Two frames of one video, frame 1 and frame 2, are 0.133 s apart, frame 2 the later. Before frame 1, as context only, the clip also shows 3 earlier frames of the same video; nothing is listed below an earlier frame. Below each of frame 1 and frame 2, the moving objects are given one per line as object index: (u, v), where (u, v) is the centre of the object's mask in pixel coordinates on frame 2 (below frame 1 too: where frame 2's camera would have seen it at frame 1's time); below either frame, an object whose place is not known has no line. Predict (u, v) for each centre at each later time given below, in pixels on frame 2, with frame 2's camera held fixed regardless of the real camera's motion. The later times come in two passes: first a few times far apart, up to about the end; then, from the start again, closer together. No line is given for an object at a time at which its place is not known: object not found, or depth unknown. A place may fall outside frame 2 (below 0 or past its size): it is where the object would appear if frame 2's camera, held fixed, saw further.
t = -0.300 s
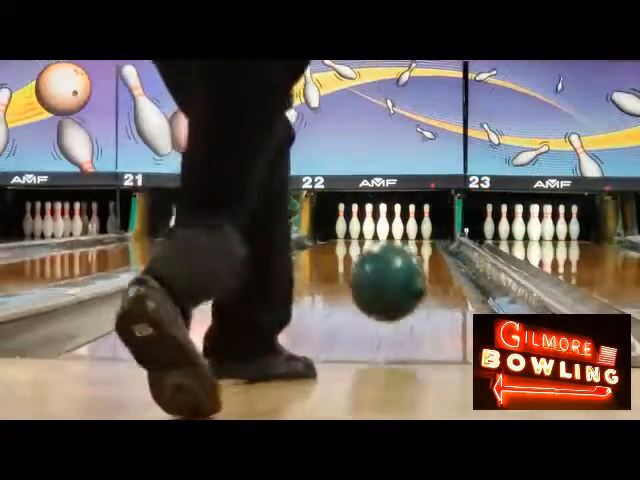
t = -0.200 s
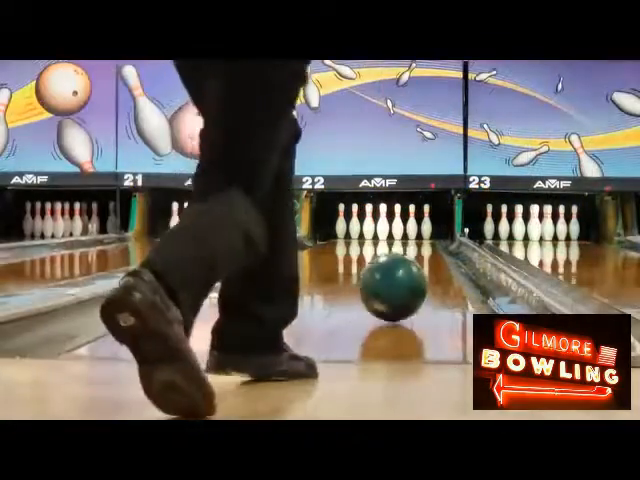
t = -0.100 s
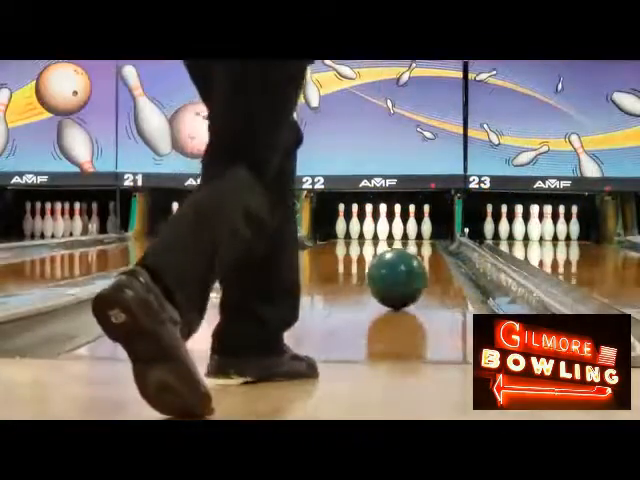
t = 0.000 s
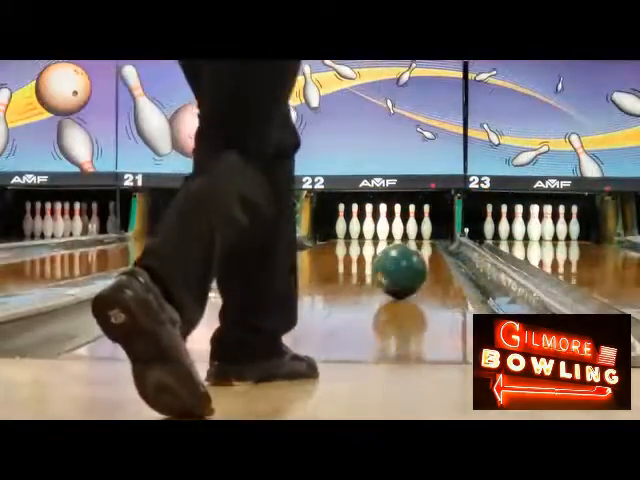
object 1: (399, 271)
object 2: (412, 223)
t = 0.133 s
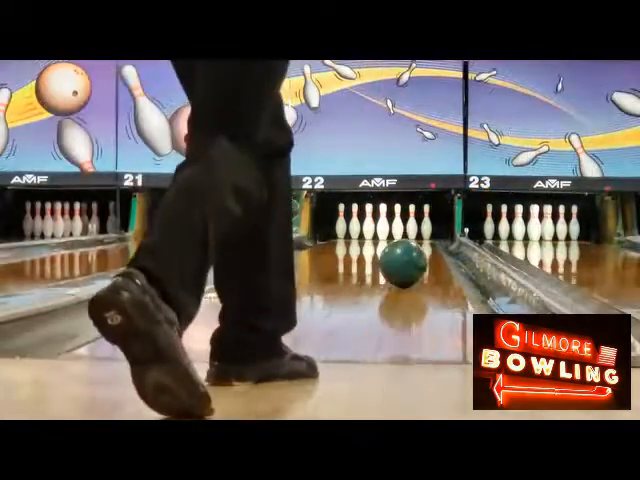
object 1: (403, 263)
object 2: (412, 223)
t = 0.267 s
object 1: (405, 257)
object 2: (412, 222)
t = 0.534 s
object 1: (406, 247)
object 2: (412, 220)
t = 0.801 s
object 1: (406, 241)
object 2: (412, 217)
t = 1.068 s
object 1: (405, 236)
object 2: (412, 216)
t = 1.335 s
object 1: (402, 233)
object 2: (413, 220)
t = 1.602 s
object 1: (396, 231)
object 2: (412, 223)
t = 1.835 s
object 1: (397, 230)
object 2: (417, 222)
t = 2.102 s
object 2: (438, 226)
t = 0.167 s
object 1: (403, 261)
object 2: (412, 223)
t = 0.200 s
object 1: (403, 260)
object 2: (412, 223)
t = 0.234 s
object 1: (404, 259)
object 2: (412, 223)
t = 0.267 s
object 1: (405, 257)
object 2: (412, 222)
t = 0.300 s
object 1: (405, 256)
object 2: (412, 222)
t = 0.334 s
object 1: (405, 255)
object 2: (412, 222)
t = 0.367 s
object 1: (406, 252)
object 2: (412, 221)
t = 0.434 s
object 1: (406, 250)
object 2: (412, 220)
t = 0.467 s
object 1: (406, 249)
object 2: (412, 220)
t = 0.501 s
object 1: (406, 248)
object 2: (412, 220)
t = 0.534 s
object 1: (406, 247)
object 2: (412, 220)
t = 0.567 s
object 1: (406, 246)
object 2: (412, 219)
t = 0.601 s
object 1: (406, 245)
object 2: (412, 219)
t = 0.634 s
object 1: (406, 245)
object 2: (412, 219)
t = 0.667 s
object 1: (406, 244)
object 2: (412, 218)
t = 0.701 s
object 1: (406, 243)
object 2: (412, 218)
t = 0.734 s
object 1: (406, 242)
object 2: (412, 218)
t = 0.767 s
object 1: (406, 242)
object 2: (412, 217)
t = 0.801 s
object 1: (406, 241)
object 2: (412, 217)
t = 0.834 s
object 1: (406, 240)
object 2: (412, 217)
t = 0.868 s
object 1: (406, 239)
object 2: (412, 217)
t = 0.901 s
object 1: (406, 239)
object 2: (412, 216)
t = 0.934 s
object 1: (406, 238)
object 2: (412, 216)
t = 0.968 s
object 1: (405, 238)
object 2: (412, 216)
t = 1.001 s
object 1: (405, 237)
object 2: (412, 216)
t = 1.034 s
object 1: (405, 237)
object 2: (412, 216)
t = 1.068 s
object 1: (405, 236)
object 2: (412, 216)
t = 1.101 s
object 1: (405, 236)
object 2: (412, 216)
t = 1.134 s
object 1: (404, 235)
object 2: (412, 216)
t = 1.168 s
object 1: (404, 235)
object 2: (413, 216)
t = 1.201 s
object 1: (404, 235)
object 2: (413, 217)
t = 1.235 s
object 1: (404, 235)
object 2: (413, 217)
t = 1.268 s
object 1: (403, 234)
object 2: (413, 218)
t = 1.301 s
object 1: (403, 233)
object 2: (413, 219)
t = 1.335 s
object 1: (402, 233)
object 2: (413, 220)
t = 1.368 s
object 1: (401, 233)
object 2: (413, 220)
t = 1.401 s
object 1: (401, 232)
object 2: (413, 221)
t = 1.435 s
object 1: (400, 233)
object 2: (413, 222)
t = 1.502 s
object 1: (399, 231)
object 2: (412, 222)
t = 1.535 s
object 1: (398, 231)
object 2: (412, 222)
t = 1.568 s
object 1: (397, 231)
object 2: (412, 223)
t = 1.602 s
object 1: (396, 231)
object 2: (412, 223)
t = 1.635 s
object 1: (396, 231)
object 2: (412, 223)
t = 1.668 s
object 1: (395, 230)
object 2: (412, 223)
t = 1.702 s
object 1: (393, 230)
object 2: (412, 223)
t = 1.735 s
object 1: (394, 229)
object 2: (412, 223)
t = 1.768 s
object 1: (396, 230)
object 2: (412, 223)
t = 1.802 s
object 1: (397, 230)
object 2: (415, 223)
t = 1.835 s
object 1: (397, 230)
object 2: (417, 222)
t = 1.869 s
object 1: (397, 230)
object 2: (420, 222)
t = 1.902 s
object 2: (423, 223)
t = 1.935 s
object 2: (426, 223)
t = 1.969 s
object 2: (429, 223)
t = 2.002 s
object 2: (432, 222)
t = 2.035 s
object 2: (435, 224)
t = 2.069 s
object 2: (438, 225)
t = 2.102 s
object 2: (438, 226)
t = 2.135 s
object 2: (438, 225)
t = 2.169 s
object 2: (437, 226)
